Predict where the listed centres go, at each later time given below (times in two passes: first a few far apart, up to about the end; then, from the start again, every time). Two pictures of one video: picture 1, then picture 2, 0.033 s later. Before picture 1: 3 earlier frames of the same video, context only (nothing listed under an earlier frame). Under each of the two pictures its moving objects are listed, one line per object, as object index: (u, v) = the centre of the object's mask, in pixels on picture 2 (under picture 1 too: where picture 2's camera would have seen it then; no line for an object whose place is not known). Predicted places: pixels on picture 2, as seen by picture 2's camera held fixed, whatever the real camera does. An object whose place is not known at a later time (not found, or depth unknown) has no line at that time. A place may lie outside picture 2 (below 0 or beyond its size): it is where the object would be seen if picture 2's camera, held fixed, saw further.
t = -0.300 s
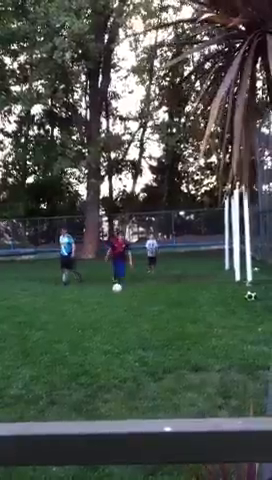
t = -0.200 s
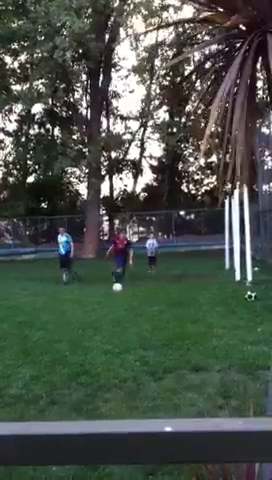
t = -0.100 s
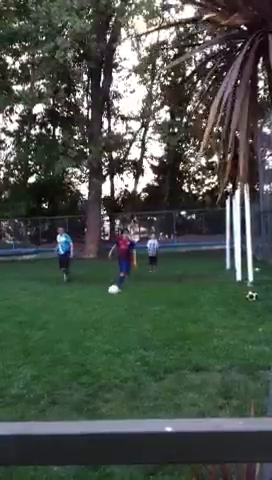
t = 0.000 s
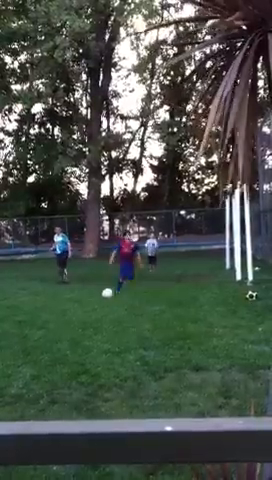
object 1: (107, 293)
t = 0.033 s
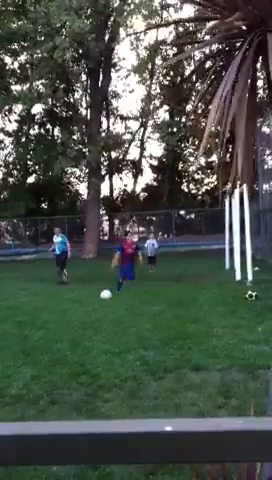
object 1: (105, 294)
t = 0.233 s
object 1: (96, 301)
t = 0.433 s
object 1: (89, 305)
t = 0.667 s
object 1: (79, 311)
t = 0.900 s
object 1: (69, 317)
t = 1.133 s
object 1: (62, 321)
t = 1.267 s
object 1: (58, 326)
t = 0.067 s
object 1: (104, 295)
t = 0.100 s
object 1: (102, 296)
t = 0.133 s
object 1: (100, 297)
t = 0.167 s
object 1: (99, 298)
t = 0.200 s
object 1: (97, 300)
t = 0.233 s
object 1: (96, 301)
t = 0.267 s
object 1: (95, 301)
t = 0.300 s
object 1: (93, 301)
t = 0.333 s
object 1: (92, 302)
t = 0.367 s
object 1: (91, 302)
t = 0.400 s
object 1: (90, 304)
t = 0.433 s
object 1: (89, 305)
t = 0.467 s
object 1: (87, 306)
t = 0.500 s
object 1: (86, 306)
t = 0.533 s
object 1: (85, 307)
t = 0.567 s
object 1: (84, 308)
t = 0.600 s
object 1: (82, 309)
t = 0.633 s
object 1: (81, 309)
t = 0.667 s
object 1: (79, 311)
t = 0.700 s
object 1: (78, 311)
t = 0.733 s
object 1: (76, 312)
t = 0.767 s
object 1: (75, 313)
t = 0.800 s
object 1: (74, 313)
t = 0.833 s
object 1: (72, 314)
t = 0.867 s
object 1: (71, 316)
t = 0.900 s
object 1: (69, 317)
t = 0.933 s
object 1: (68, 318)
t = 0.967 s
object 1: (67, 318)
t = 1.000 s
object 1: (66, 319)
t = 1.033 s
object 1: (65, 320)
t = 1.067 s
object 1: (64, 321)
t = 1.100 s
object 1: (63, 322)
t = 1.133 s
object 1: (62, 321)
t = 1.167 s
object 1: (61, 322)
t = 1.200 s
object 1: (60, 323)
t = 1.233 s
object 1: (59, 324)
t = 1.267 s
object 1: (58, 326)
